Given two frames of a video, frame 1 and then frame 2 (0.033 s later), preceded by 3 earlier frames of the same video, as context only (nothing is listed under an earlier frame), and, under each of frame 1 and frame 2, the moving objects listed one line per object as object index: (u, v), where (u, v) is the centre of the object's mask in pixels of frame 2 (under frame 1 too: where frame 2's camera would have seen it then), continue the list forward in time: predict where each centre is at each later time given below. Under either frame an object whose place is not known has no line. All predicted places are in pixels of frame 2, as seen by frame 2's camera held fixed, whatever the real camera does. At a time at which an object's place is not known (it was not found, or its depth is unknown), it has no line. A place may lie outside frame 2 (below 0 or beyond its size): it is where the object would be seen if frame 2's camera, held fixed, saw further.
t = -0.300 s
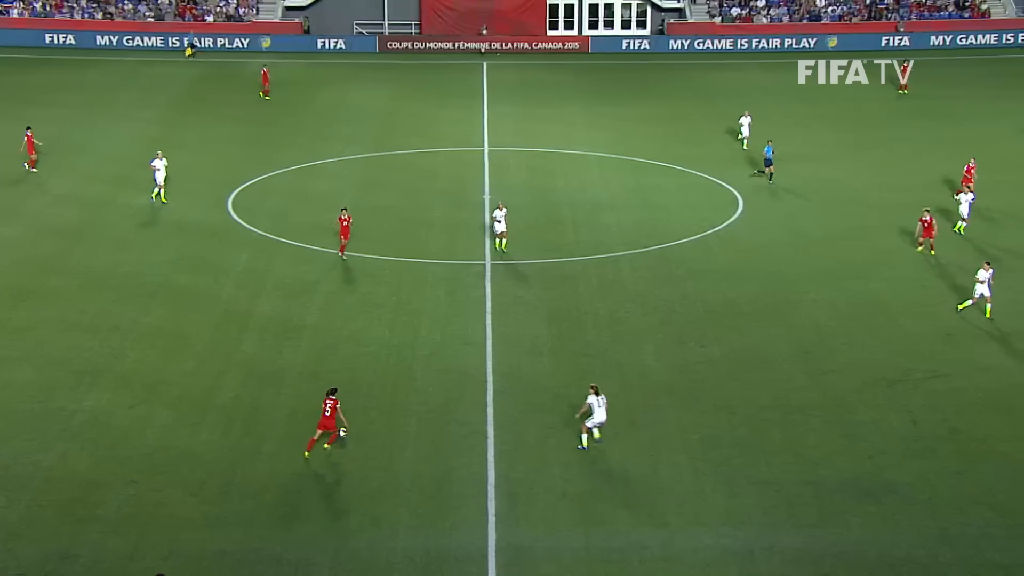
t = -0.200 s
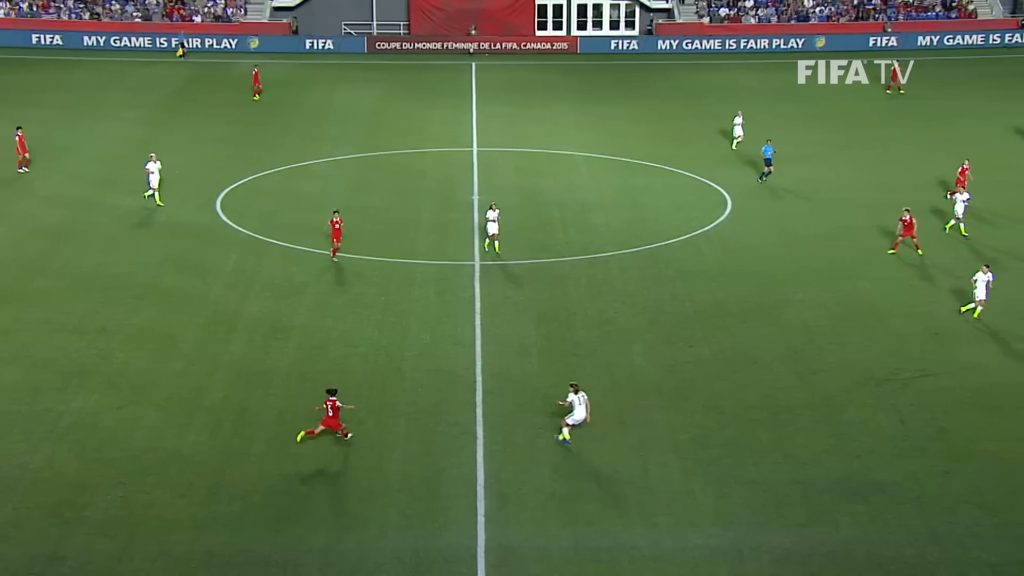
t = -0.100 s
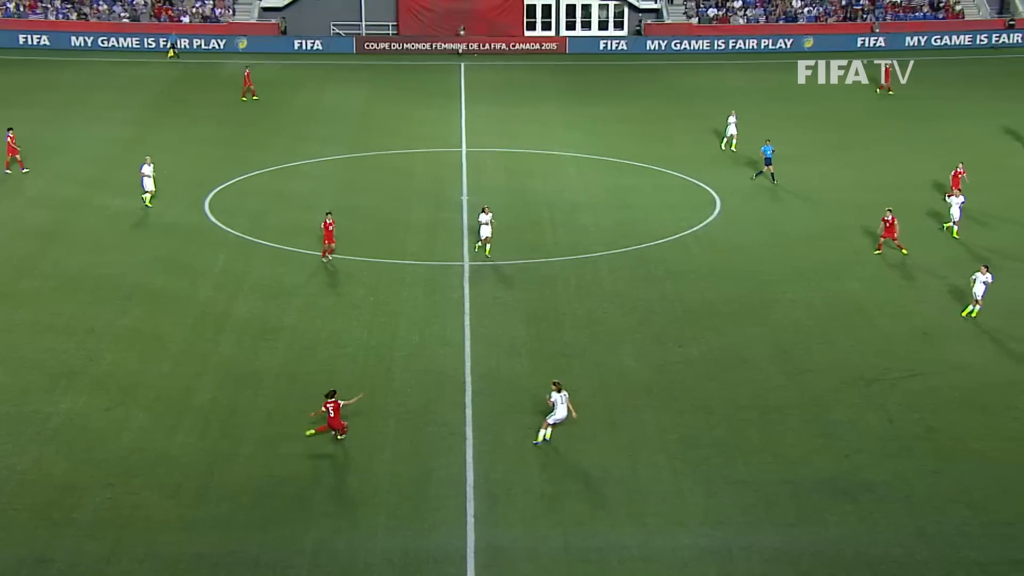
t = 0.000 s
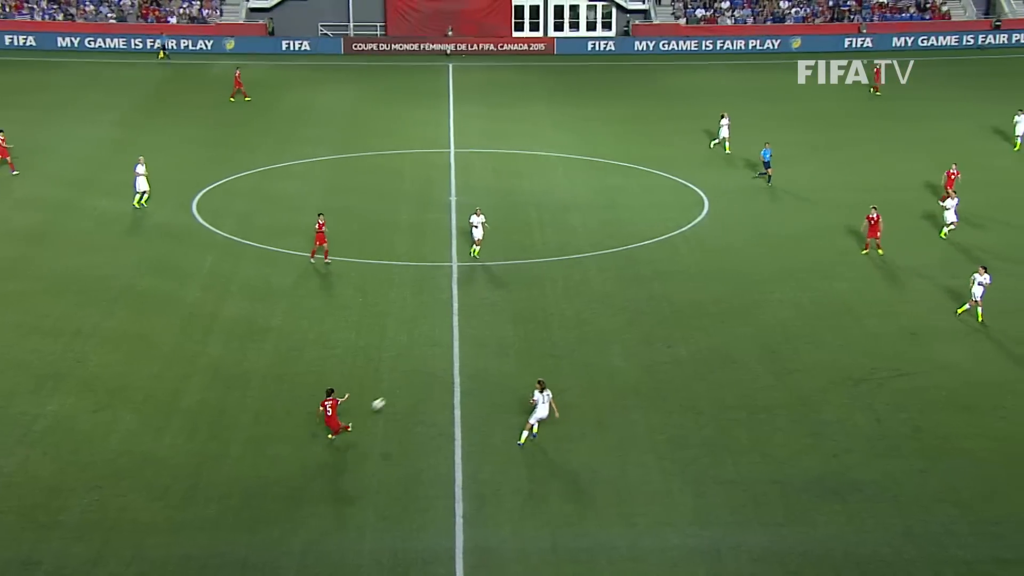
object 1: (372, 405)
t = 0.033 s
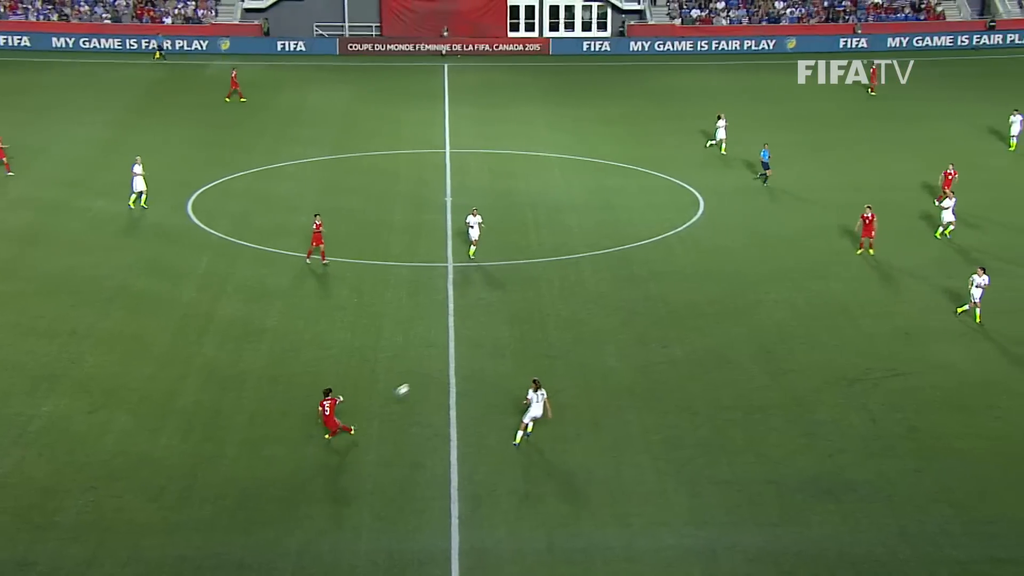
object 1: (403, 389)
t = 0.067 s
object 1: (432, 375)
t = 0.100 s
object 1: (462, 362)
